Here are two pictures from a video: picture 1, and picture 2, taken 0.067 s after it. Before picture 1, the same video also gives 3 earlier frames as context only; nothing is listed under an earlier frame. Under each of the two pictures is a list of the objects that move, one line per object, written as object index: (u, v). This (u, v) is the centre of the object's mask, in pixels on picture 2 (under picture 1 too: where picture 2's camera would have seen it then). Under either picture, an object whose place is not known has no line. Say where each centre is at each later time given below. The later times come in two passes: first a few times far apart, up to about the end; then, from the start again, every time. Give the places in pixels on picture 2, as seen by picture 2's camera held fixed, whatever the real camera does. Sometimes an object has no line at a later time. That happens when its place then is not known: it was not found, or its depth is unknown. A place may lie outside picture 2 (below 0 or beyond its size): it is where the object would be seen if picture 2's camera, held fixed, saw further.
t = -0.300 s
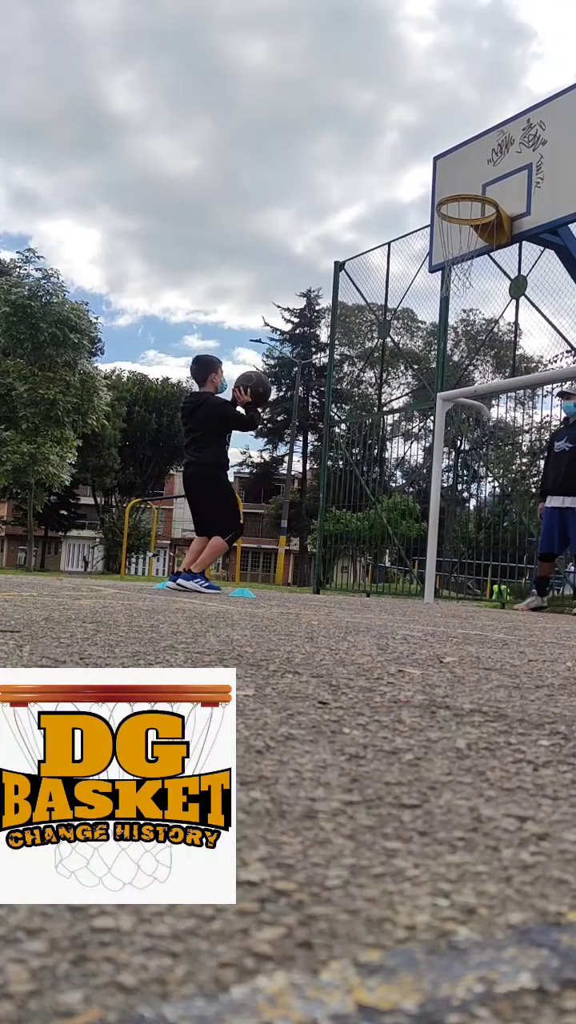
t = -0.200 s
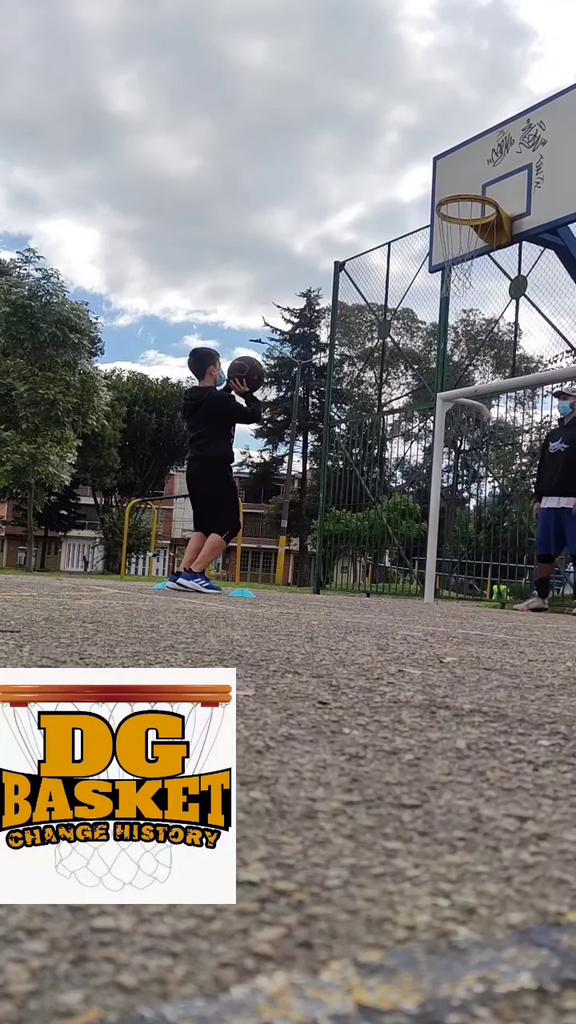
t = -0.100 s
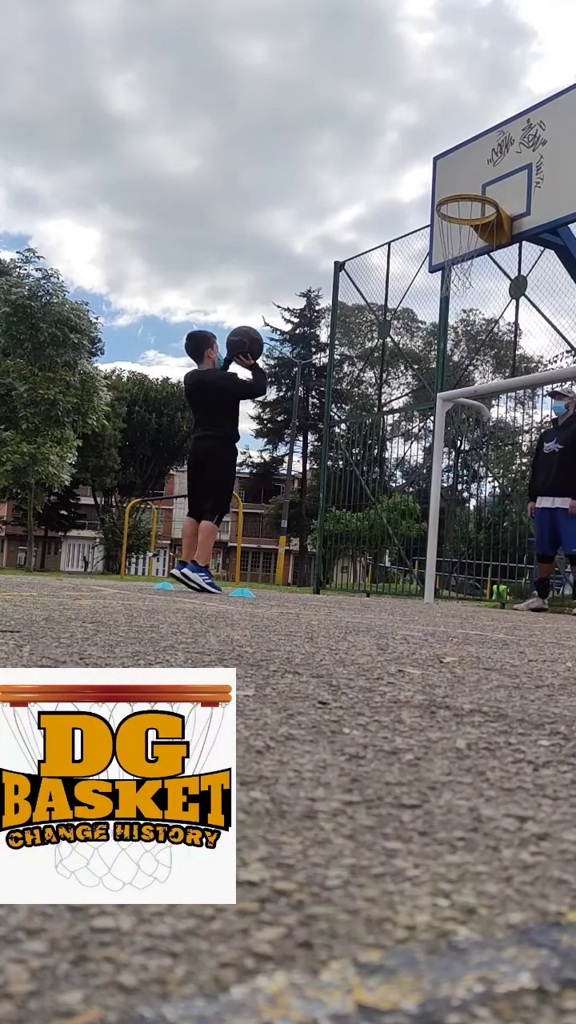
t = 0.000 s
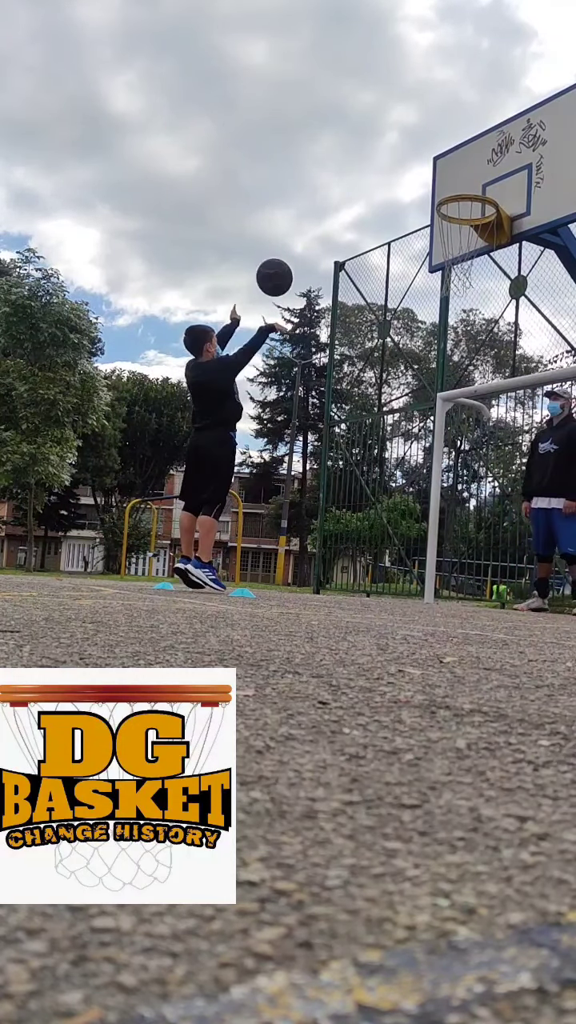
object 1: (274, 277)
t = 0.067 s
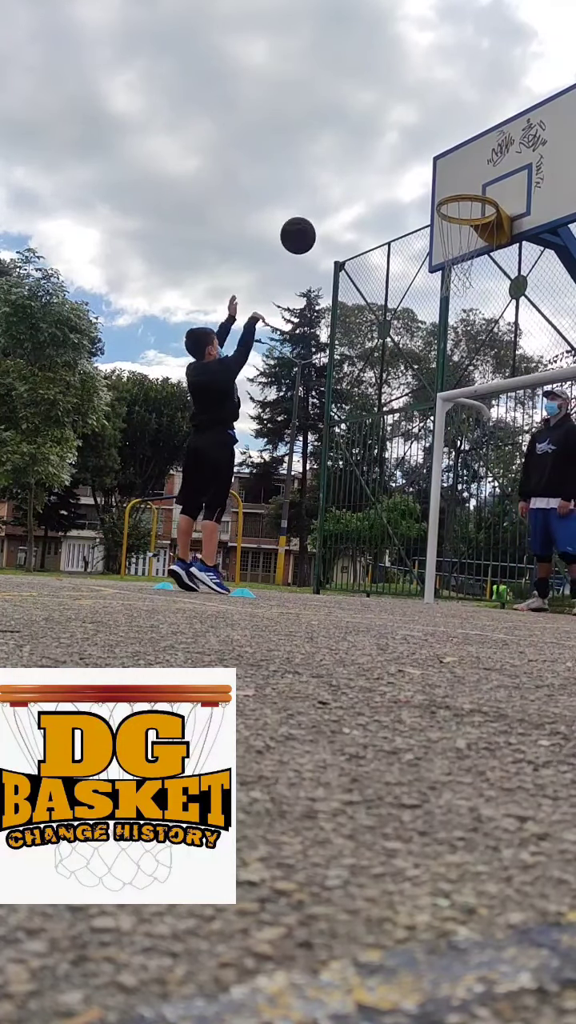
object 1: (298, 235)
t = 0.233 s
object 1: (351, 166)
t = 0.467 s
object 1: (413, 137)
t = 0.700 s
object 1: (465, 174)
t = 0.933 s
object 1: (479, 182)
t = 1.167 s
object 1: (460, 194)
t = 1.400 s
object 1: (473, 264)
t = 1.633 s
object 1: (492, 298)
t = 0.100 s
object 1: (309, 218)
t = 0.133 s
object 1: (320, 202)
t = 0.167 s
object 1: (331, 188)
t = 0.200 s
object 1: (341, 176)
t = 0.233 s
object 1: (351, 166)
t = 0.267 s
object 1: (360, 157)
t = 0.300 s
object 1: (370, 150)
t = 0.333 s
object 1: (379, 144)
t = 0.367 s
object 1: (388, 140)
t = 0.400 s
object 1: (397, 138)
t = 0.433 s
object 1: (405, 137)
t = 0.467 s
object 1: (413, 137)
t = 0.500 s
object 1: (421, 138)
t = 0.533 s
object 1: (429, 141)
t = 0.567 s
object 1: (437, 145)
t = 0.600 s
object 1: (444, 151)
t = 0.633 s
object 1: (451, 157)
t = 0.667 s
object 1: (458, 165)
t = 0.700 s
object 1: (465, 174)
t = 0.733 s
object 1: (472, 182)
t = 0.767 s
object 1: (479, 194)
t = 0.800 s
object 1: (483, 204)
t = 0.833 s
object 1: (487, 197)
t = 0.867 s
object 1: (485, 188)
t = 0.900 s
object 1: (482, 185)
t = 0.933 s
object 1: (479, 182)
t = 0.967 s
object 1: (477, 181)
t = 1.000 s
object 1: (474, 180)
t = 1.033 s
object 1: (472, 180)
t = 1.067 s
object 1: (469, 181)
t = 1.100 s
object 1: (466, 183)
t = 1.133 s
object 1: (463, 185)
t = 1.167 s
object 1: (460, 194)
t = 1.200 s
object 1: (457, 204)
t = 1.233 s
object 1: (455, 213)
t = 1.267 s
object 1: (458, 220)
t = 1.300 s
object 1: (460, 231)
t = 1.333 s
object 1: (466, 257)
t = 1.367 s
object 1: (469, 264)
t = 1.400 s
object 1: (473, 264)
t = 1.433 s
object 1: (475, 265)
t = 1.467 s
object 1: (478, 266)
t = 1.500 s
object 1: (481, 270)
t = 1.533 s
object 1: (484, 275)
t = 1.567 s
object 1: (487, 282)
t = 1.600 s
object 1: (489, 289)
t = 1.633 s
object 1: (492, 298)
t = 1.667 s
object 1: (494, 308)
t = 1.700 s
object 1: (497, 319)
